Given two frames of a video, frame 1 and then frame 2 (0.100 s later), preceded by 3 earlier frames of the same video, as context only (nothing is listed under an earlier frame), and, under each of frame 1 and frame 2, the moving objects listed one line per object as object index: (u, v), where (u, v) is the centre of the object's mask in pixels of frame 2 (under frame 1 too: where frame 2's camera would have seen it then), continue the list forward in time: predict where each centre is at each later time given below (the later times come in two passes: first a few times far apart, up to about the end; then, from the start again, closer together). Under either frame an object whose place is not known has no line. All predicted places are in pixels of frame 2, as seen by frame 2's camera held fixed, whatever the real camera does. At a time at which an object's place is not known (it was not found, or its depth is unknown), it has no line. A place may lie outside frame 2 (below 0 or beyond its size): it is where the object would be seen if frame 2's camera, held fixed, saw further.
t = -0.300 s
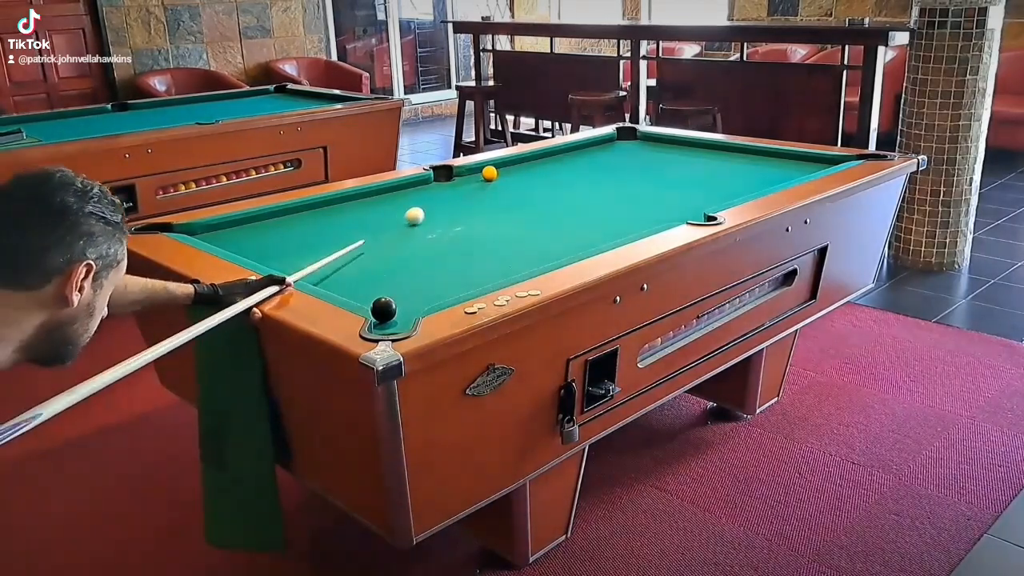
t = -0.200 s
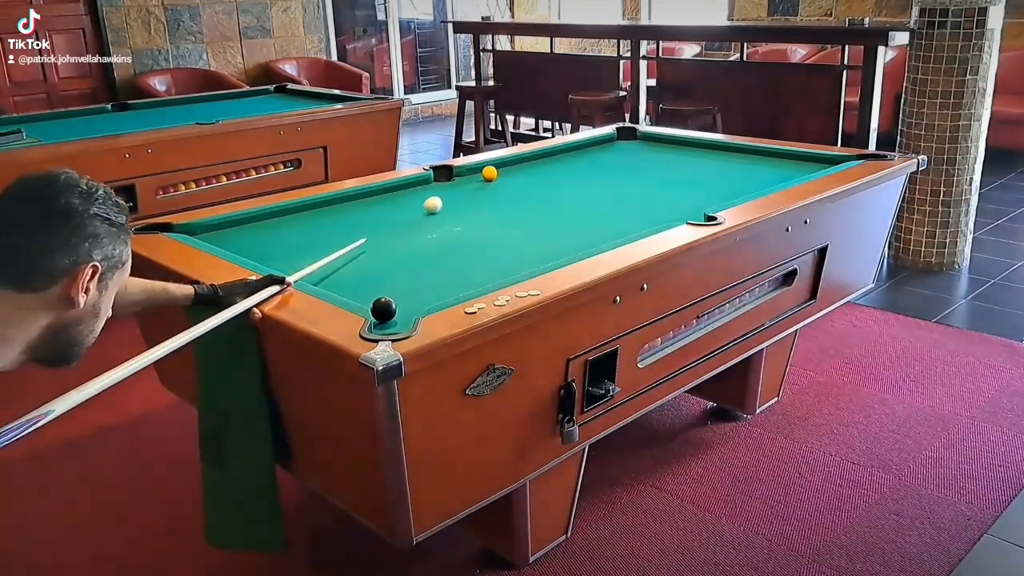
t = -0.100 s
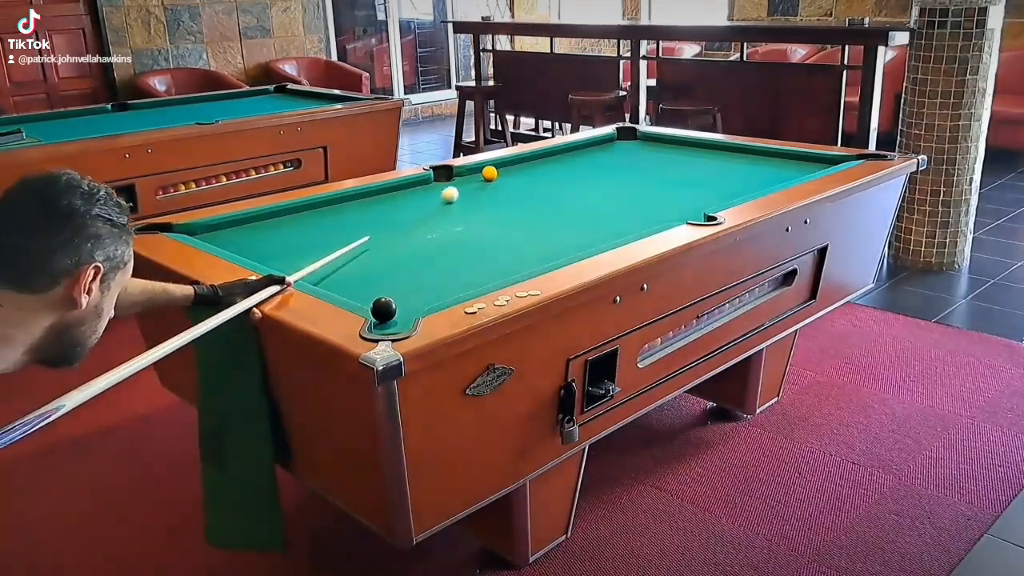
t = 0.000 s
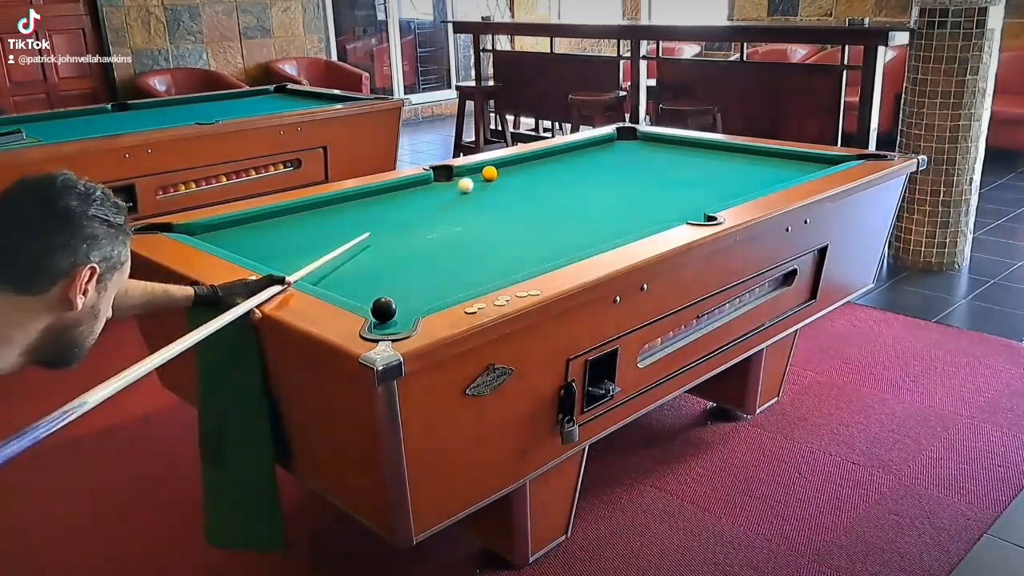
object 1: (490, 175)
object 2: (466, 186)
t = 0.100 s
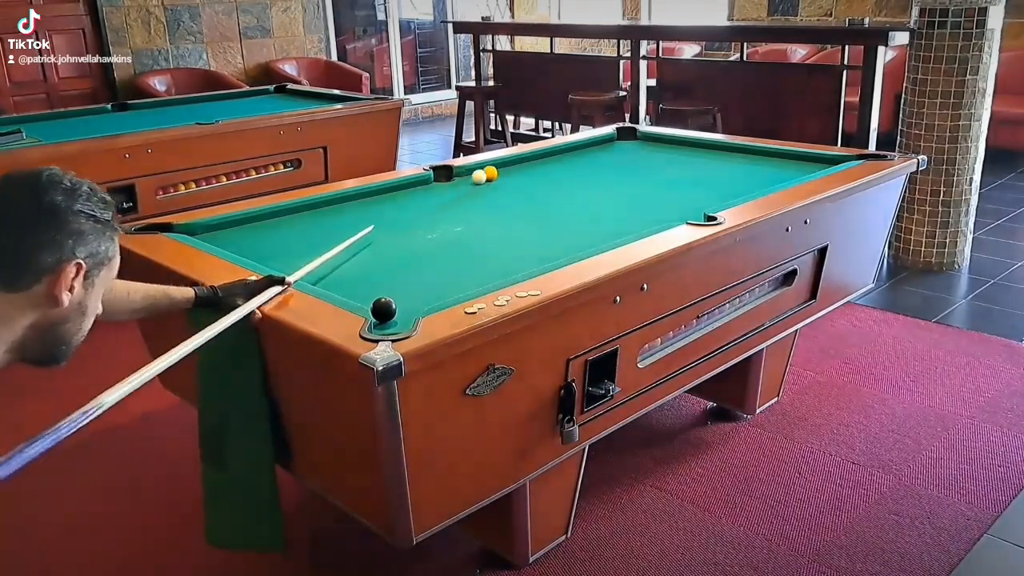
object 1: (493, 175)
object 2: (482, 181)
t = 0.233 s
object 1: (510, 167)
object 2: (469, 174)
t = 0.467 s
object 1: (537, 159)
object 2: (460, 173)
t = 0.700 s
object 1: (562, 152)
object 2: (454, 177)
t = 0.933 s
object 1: (585, 146)
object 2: (448, 181)
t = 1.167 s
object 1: (606, 140)
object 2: (443, 184)
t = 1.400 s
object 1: (628, 135)
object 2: (438, 187)
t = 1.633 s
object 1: (623, 134)
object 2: (434, 190)
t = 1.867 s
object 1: (628, 134)
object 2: (431, 192)
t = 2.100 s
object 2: (427, 194)
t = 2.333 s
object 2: (424, 195)
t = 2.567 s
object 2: (423, 197)
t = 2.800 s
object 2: (421, 197)
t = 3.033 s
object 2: (421, 198)
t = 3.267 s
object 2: (422, 198)
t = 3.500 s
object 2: (422, 198)
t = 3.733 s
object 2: (422, 198)
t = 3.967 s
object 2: (422, 198)
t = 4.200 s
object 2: (422, 198)
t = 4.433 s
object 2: (422, 198)
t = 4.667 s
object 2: (422, 198)
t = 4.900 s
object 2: (422, 198)
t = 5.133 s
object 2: (422, 198)
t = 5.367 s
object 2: (422, 198)
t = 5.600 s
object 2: (422, 198)
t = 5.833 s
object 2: (421, 198)
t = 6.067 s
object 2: (421, 198)
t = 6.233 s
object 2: (421, 198)
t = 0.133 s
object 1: (495, 172)
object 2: (476, 176)
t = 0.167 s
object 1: (501, 170)
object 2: (473, 176)
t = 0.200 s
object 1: (505, 168)
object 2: (471, 175)
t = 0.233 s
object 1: (510, 167)
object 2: (469, 174)
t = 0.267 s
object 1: (514, 166)
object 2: (467, 173)
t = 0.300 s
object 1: (518, 165)
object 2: (465, 172)
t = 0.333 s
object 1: (522, 164)
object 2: (464, 172)
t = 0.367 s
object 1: (526, 163)
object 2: (463, 172)
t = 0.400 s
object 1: (530, 162)
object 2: (462, 172)
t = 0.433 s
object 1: (534, 160)
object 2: (461, 173)
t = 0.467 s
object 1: (537, 159)
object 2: (460, 173)
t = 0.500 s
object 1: (541, 158)
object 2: (459, 174)
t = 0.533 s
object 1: (545, 157)
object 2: (458, 175)
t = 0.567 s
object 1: (548, 156)
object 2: (457, 175)
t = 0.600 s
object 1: (552, 155)
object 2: (456, 176)
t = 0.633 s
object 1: (555, 154)
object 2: (455, 176)
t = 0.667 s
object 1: (559, 153)
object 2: (455, 177)
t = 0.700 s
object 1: (562, 152)
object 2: (454, 177)
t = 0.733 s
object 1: (566, 151)
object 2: (453, 178)
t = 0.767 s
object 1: (569, 151)
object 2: (452, 178)
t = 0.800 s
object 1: (572, 149)
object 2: (451, 179)
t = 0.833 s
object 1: (576, 149)
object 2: (450, 180)
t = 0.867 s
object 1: (579, 148)
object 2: (450, 180)
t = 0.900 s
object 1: (582, 147)
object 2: (449, 181)
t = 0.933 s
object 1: (585, 146)
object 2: (448, 181)
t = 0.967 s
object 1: (588, 146)
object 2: (448, 181)
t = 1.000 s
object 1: (591, 144)
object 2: (447, 182)
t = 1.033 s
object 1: (594, 143)
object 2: (446, 182)
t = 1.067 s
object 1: (597, 143)
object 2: (445, 183)
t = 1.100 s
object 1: (600, 141)
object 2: (444, 183)
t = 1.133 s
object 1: (603, 141)
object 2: (443, 183)
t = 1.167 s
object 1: (606, 140)
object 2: (443, 184)
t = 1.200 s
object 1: (609, 139)
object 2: (442, 184)
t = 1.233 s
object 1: (612, 138)
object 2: (442, 185)
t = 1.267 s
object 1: (615, 138)
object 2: (441, 185)
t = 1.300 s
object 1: (618, 137)
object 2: (440, 186)
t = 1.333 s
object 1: (622, 136)
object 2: (440, 186)
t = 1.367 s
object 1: (625, 135)
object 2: (439, 186)
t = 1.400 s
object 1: (628, 135)
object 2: (438, 187)
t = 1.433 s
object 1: (631, 134)
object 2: (438, 187)
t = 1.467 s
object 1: (632, 134)
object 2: (437, 188)
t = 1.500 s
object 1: (630, 134)
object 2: (436, 188)
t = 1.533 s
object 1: (628, 134)
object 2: (436, 188)
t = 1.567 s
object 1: (626, 134)
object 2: (436, 189)
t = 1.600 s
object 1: (624, 134)
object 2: (435, 189)
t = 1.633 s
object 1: (623, 134)
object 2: (434, 190)
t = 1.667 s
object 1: (623, 134)
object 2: (434, 190)
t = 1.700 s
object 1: (624, 134)
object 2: (433, 190)
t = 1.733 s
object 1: (625, 134)
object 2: (433, 191)
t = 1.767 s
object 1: (625, 134)
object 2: (432, 191)
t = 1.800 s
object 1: (627, 134)
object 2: (432, 191)
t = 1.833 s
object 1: (627, 134)
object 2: (431, 192)
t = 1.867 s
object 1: (628, 134)
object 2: (431, 192)
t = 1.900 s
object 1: (628, 134)
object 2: (430, 192)
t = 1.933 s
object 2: (430, 193)
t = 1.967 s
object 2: (429, 193)
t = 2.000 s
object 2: (429, 193)
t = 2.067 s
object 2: (428, 193)
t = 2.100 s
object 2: (427, 194)
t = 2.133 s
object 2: (427, 194)
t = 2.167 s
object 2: (427, 194)
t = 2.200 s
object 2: (426, 194)
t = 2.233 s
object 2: (426, 195)
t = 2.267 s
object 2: (425, 195)
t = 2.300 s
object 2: (425, 195)
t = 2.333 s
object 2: (424, 195)
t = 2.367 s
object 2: (424, 196)
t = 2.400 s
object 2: (424, 196)
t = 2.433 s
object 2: (424, 196)
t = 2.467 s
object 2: (423, 196)
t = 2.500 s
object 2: (423, 196)
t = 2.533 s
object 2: (423, 196)
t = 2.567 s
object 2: (423, 197)
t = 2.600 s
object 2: (422, 197)
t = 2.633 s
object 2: (422, 197)
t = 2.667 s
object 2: (422, 197)
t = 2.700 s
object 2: (422, 197)
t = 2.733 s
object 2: (422, 197)
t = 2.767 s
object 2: (422, 197)
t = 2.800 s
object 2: (421, 197)
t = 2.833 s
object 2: (421, 197)
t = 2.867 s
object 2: (421, 197)
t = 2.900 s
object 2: (421, 197)
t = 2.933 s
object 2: (421, 197)
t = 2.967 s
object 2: (421, 197)
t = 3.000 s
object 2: (421, 198)
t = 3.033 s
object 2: (421, 198)
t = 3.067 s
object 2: (421, 198)
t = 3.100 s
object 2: (421, 198)
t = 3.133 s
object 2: (421, 198)
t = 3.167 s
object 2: (421, 198)
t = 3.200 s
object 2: (421, 198)
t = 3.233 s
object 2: (421, 198)
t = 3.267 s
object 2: (422, 198)
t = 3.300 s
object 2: (422, 198)
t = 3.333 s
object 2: (422, 198)
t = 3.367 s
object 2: (422, 198)
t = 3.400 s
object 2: (422, 198)
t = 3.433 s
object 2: (422, 198)
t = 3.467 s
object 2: (422, 198)
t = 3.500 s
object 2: (422, 198)
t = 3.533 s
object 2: (422, 198)
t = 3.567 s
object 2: (422, 198)
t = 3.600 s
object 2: (422, 198)
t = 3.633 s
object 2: (422, 198)
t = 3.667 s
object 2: (422, 198)
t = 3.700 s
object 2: (422, 198)
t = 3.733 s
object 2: (422, 198)
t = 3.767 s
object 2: (422, 198)
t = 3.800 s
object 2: (422, 198)
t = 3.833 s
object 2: (422, 198)
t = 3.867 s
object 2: (422, 198)
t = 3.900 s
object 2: (422, 198)
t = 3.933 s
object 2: (422, 198)
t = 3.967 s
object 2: (422, 198)
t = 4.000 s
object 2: (422, 198)
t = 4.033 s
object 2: (422, 198)
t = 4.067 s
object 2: (422, 198)
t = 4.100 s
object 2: (422, 198)
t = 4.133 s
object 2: (422, 198)
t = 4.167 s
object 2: (422, 198)
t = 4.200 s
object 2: (422, 198)
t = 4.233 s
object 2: (422, 198)
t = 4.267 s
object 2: (422, 198)
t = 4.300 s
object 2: (422, 198)
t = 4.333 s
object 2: (422, 198)
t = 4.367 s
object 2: (422, 198)
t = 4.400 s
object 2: (422, 198)
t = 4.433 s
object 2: (422, 198)
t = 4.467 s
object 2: (422, 198)
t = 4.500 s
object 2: (422, 198)
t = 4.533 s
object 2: (422, 198)
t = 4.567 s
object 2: (422, 198)
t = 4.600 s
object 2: (422, 198)
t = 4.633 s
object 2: (422, 198)
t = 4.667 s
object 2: (422, 198)
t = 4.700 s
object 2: (422, 198)
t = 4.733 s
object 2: (422, 198)
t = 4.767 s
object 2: (422, 198)
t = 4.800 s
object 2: (422, 198)
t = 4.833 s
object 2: (422, 198)
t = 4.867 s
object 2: (422, 198)
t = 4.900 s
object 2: (422, 198)
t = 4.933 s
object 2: (422, 198)
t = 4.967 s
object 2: (422, 198)
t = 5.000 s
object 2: (422, 198)
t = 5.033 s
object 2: (422, 198)
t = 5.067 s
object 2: (422, 198)
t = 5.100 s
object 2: (422, 198)
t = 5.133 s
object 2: (422, 198)
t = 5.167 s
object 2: (422, 198)
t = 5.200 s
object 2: (422, 198)
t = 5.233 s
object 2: (422, 198)
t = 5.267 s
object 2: (422, 198)
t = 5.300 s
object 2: (422, 198)
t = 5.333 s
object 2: (422, 198)
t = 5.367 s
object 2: (422, 198)
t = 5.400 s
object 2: (422, 198)
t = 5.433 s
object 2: (422, 198)
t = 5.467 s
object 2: (422, 198)
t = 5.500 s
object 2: (422, 198)
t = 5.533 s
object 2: (422, 198)
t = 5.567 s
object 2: (422, 198)
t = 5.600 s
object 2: (422, 198)
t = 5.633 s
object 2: (422, 198)
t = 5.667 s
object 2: (422, 198)
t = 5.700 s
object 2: (422, 198)
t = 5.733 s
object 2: (422, 198)
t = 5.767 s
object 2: (422, 198)
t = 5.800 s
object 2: (422, 198)
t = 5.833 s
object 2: (421, 198)
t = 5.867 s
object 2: (421, 198)
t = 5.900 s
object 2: (421, 198)
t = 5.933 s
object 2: (421, 198)
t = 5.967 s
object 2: (421, 198)
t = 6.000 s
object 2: (421, 198)
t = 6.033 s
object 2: (421, 198)
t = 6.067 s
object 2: (421, 198)
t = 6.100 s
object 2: (421, 198)
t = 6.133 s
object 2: (421, 198)
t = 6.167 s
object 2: (421, 198)
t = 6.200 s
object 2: (421, 198)
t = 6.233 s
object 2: (421, 198)
